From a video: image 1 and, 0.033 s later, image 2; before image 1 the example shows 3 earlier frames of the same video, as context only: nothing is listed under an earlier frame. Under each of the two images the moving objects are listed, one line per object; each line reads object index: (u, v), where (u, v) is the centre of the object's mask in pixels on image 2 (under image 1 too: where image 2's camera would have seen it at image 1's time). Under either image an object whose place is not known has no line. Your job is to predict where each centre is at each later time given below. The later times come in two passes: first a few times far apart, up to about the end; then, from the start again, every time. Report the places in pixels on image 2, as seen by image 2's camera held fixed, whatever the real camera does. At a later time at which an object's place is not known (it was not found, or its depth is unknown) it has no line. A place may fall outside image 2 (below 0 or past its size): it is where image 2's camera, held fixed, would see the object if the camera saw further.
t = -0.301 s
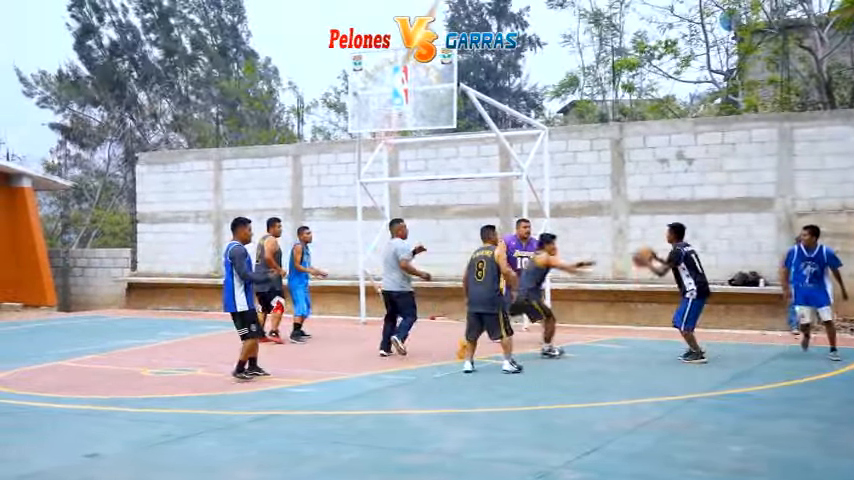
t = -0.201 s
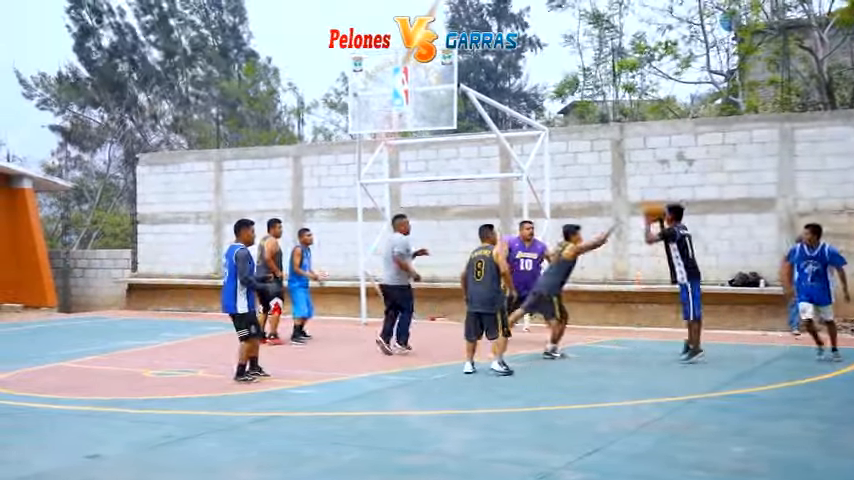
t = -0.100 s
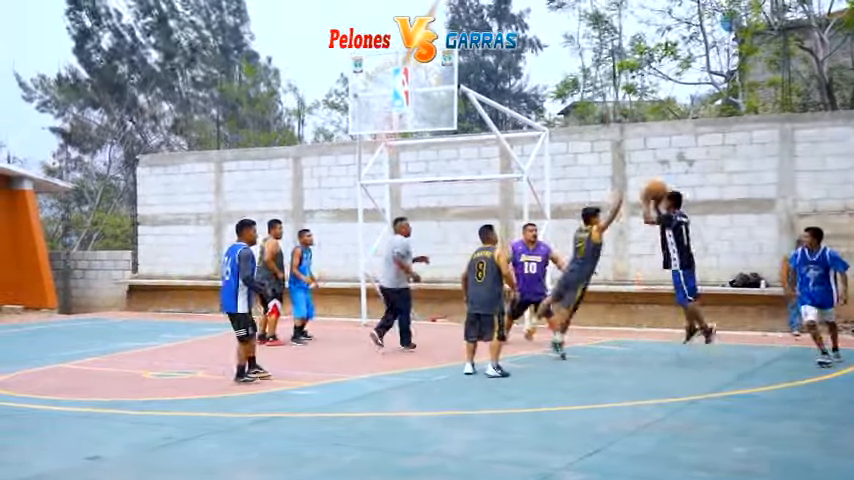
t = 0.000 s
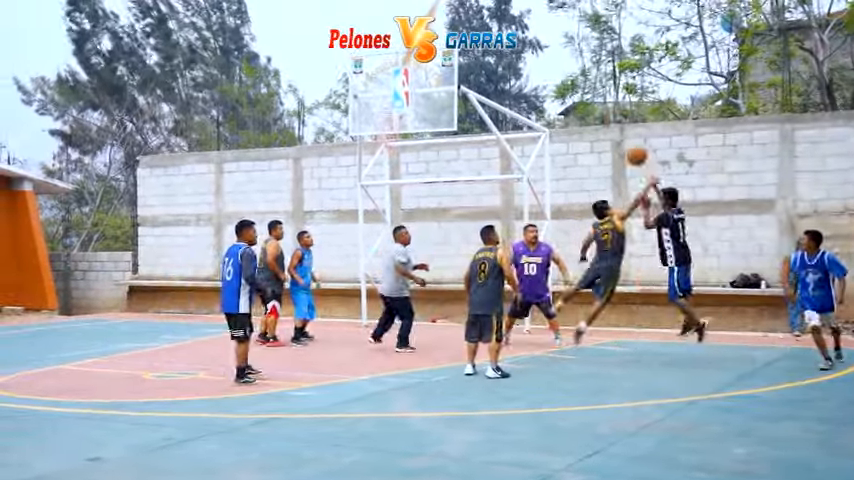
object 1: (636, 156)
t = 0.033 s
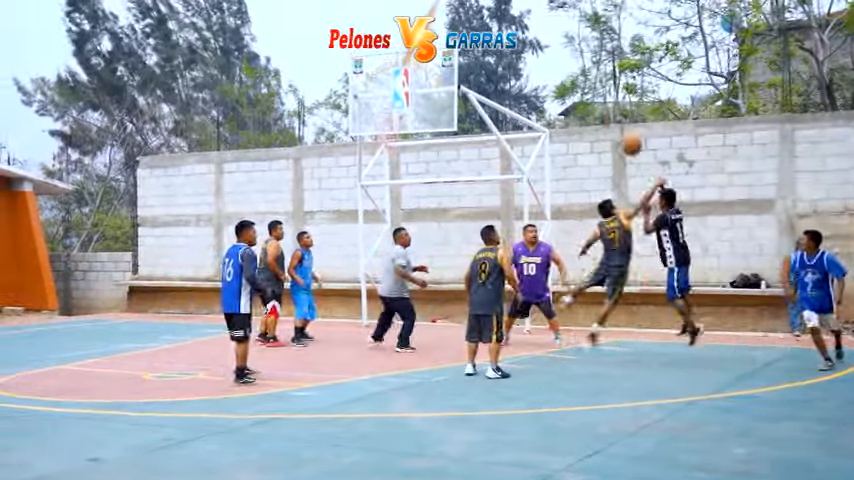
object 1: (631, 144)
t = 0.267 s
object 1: (597, 102)
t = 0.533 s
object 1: (563, 107)
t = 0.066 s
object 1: (626, 136)
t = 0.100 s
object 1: (621, 127)
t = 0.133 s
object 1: (616, 120)
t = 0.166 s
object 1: (611, 115)
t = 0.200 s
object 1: (605, 111)
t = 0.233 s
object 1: (601, 104)
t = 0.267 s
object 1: (597, 102)
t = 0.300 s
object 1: (592, 101)
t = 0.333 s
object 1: (587, 99)
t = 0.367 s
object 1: (584, 97)
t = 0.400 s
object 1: (581, 97)
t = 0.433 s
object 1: (577, 98)
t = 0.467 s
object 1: (571, 100)
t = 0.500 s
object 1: (569, 102)
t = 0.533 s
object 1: (563, 107)
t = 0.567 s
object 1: (558, 110)
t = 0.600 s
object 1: (554, 117)
